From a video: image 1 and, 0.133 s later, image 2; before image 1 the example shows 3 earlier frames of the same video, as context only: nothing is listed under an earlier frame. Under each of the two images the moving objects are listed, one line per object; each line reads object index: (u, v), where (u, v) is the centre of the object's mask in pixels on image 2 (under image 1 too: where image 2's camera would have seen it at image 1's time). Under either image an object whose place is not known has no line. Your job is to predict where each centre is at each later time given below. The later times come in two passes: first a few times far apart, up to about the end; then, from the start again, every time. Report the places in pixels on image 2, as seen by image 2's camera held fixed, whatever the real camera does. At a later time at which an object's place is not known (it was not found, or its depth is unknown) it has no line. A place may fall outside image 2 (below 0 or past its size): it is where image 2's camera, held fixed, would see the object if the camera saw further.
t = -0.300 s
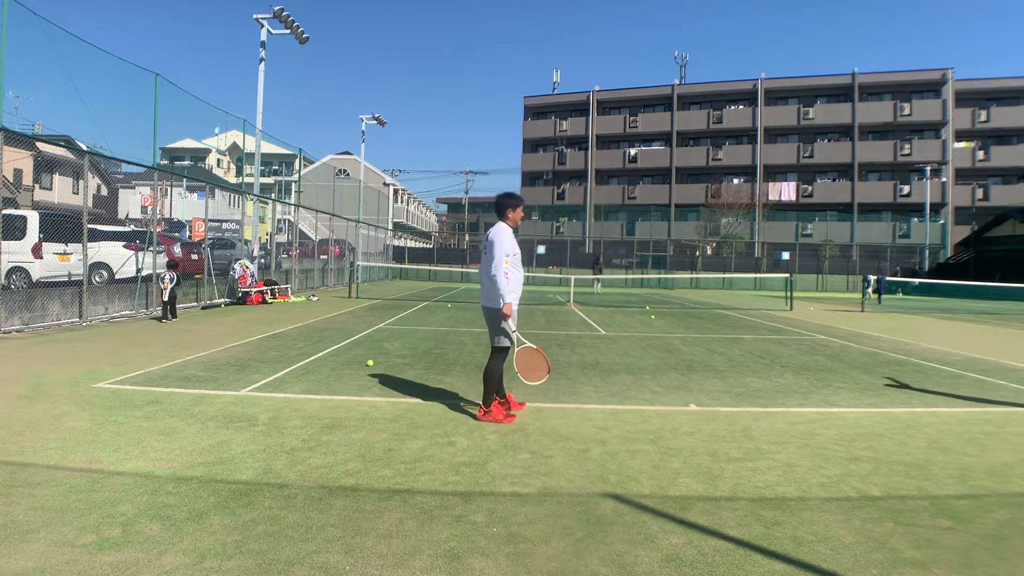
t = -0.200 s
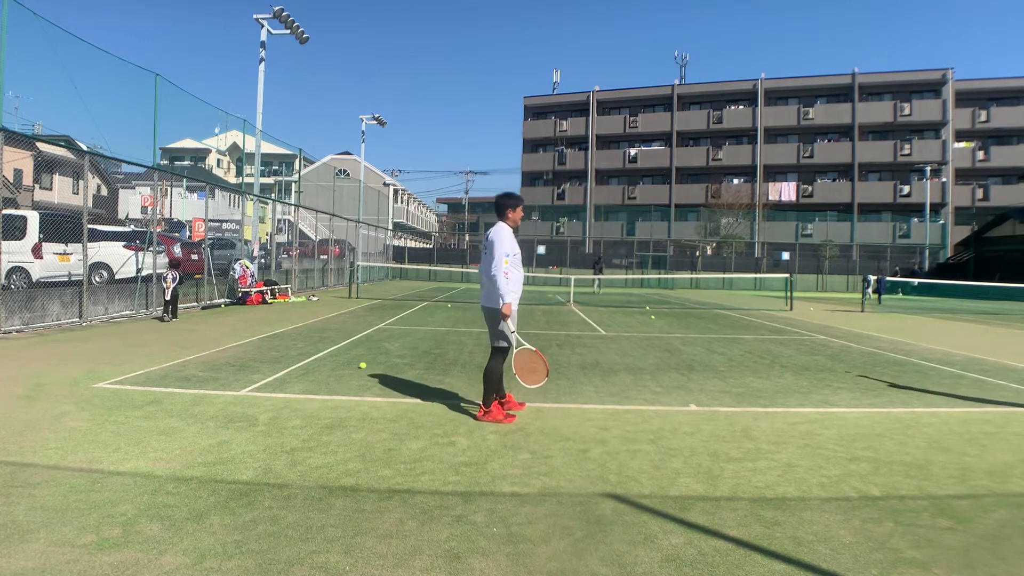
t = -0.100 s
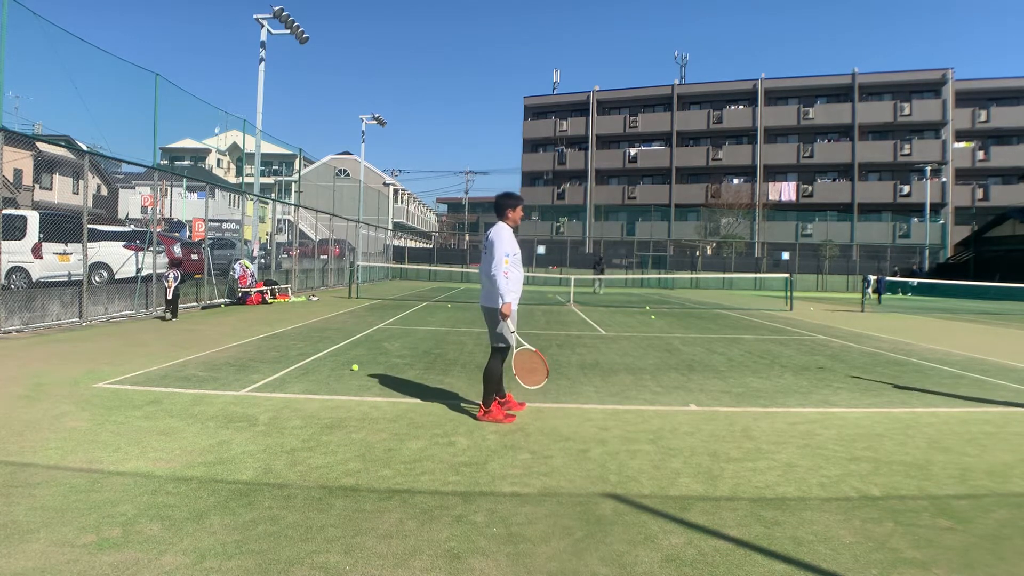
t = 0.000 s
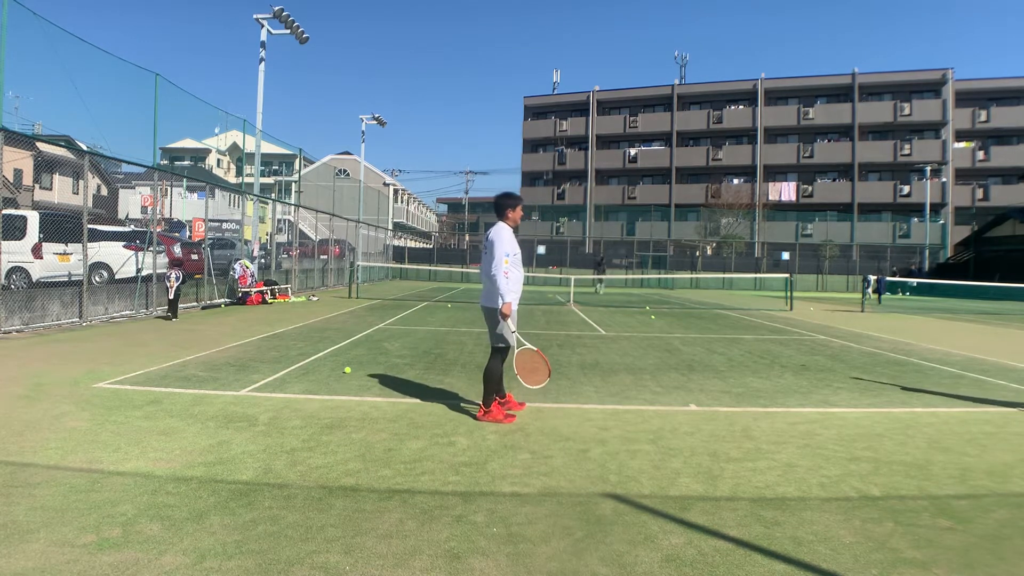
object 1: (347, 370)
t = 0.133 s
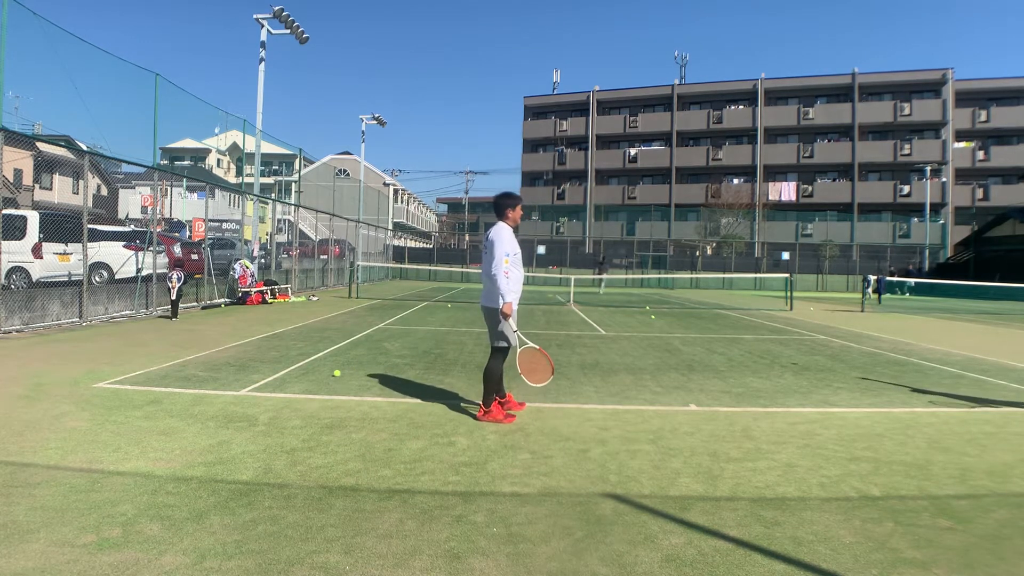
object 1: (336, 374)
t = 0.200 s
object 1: (330, 375)
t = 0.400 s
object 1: (314, 380)
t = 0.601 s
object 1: (297, 385)
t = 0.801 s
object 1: (279, 390)
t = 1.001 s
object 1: (261, 395)
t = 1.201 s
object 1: (243, 400)
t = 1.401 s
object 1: (225, 405)
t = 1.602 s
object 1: (207, 410)
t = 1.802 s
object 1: (188, 415)
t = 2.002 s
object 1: (170, 419)
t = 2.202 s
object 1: (152, 424)
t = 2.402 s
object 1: (135, 428)
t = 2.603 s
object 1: (119, 432)
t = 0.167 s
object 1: (333, 374)
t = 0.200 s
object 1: (330, 375)
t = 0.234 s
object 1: (328, 376)
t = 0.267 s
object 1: (325, 377)
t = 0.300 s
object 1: (322, 378)
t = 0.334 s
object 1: (320, 378)
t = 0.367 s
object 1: (317, 379)
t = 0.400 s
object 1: (314, 380)
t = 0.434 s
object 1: (311, 381)
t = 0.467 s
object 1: (308, 382)
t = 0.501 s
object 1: (305, 382)
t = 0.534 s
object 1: (302, 383)
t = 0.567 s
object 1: (300, 384)
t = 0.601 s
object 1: (297, 385)
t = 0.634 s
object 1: (294, 385)
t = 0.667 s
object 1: (291, 386)
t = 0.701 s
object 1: (288, 387)
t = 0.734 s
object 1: (285, 388)
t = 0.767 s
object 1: (282, 389)
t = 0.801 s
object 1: (279, 390)
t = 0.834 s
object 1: (276, 390)
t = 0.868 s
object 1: (273, 391)
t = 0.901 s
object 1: (270, 392)
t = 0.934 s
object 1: (267, 393)
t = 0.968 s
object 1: (264, 394)
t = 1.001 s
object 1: (261, 395)
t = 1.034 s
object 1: (258, 396)
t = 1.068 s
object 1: (255, 397)
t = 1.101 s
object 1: (252, 397)
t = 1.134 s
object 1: (249, 398)
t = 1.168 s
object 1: (246, 398)
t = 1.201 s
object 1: (243, 400)
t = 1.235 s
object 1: (240, 400)
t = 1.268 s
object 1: (237, 401)
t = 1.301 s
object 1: (234, 402)
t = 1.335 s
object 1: (231, 403)
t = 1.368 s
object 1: (228, 404)
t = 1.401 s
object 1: (225, 405)
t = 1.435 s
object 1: (222, 406)
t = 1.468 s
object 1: (219, 407)
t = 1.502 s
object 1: (216, 407)
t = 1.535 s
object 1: (213, 408)
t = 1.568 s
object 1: (210, 409)
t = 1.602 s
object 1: (207, 410)
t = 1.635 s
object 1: (204, 411)
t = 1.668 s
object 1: (201, 411)
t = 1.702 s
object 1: (197, 412)
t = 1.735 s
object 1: (195, 413)
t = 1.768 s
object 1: (192, 414)
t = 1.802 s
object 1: (188, 415)
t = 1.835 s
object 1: (185, 416)
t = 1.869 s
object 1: (182, 416)
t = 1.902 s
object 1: (179, 417)
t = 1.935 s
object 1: (177, 418)
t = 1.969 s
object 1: (173, 419)
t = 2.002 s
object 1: (170, 419)
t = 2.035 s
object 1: (167, 420)
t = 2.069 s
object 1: (164, 421)
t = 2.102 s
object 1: (162, 422)
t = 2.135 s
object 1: (158, 422)
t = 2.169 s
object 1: (155, 423)
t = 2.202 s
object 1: (152, 424)
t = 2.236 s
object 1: (150, 425)
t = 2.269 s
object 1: (147, 425)
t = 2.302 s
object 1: (144, 426)
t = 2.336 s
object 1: (141, 427)
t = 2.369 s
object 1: (138, 427)
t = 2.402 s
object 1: (135, 428)
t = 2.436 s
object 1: (133, 429)
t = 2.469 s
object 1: (130, 429)
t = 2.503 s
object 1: (127, 430)
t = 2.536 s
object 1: (124, 431)
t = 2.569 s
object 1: (122, 431)
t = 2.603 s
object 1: (119, 432)
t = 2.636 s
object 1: (117, 433)
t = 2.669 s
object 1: (114, 433)
